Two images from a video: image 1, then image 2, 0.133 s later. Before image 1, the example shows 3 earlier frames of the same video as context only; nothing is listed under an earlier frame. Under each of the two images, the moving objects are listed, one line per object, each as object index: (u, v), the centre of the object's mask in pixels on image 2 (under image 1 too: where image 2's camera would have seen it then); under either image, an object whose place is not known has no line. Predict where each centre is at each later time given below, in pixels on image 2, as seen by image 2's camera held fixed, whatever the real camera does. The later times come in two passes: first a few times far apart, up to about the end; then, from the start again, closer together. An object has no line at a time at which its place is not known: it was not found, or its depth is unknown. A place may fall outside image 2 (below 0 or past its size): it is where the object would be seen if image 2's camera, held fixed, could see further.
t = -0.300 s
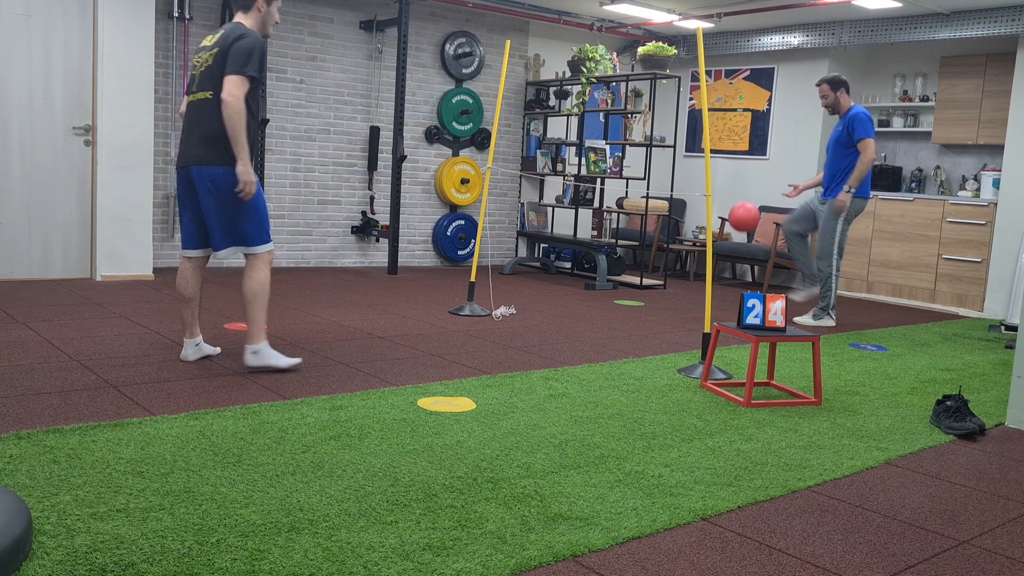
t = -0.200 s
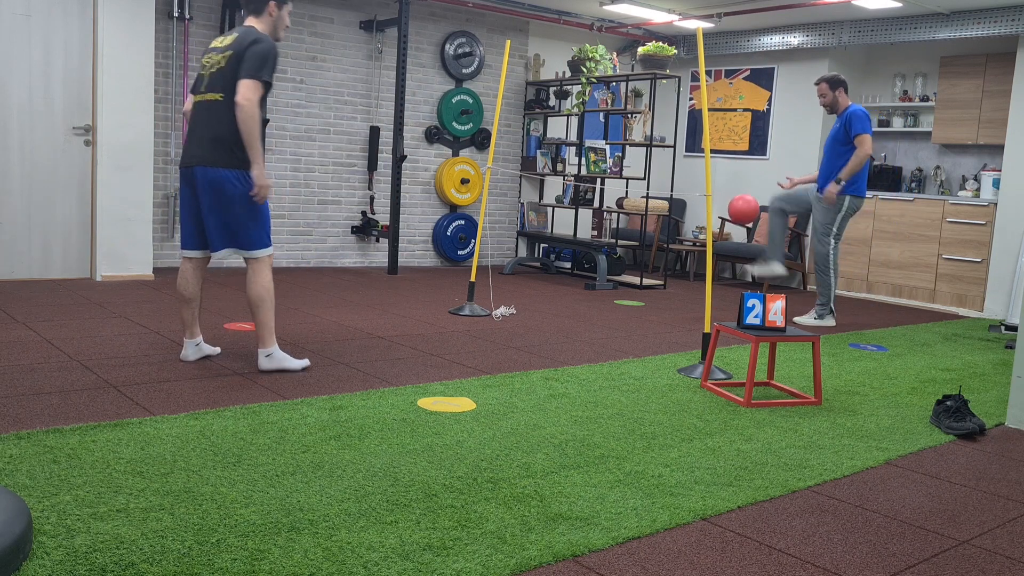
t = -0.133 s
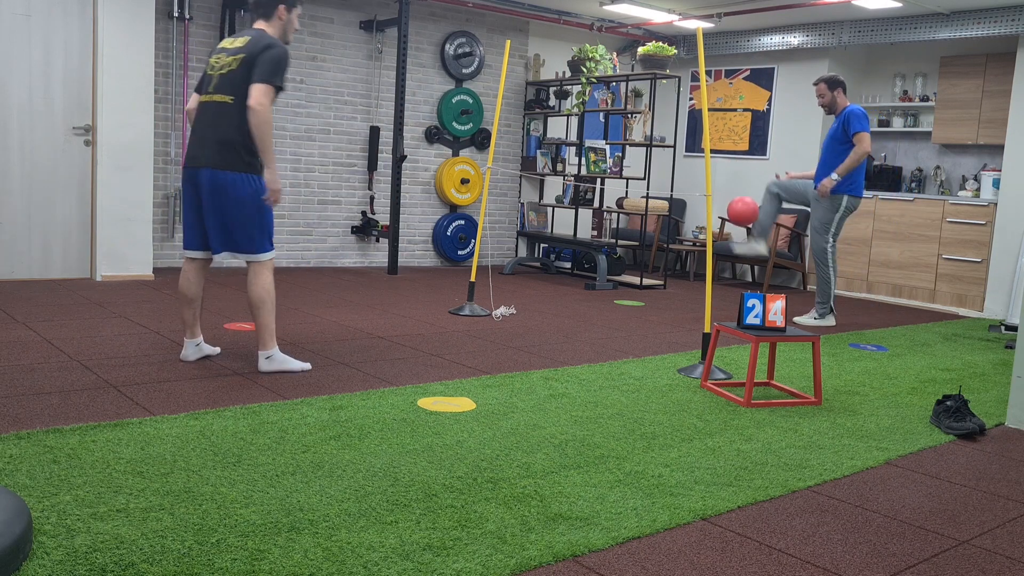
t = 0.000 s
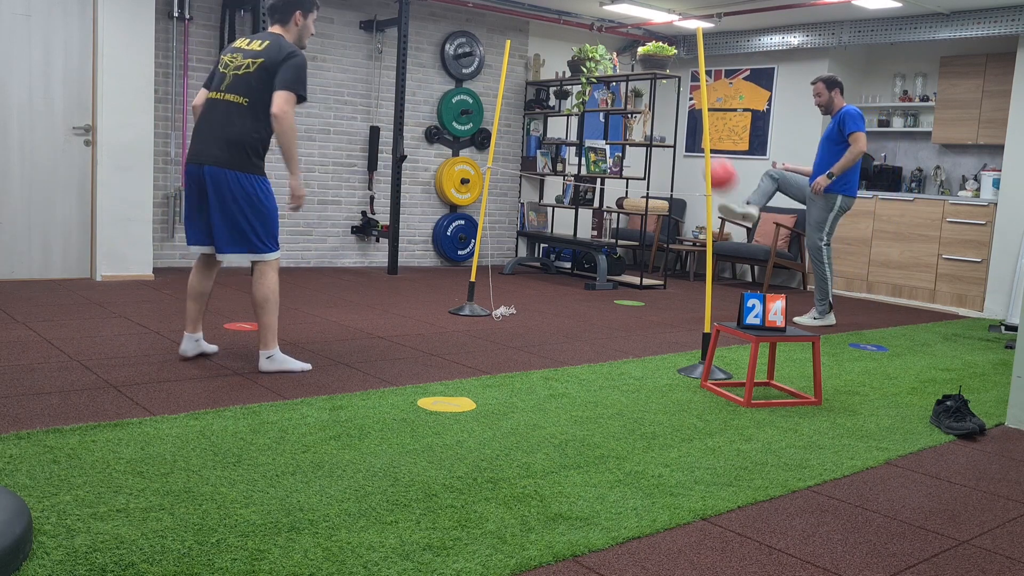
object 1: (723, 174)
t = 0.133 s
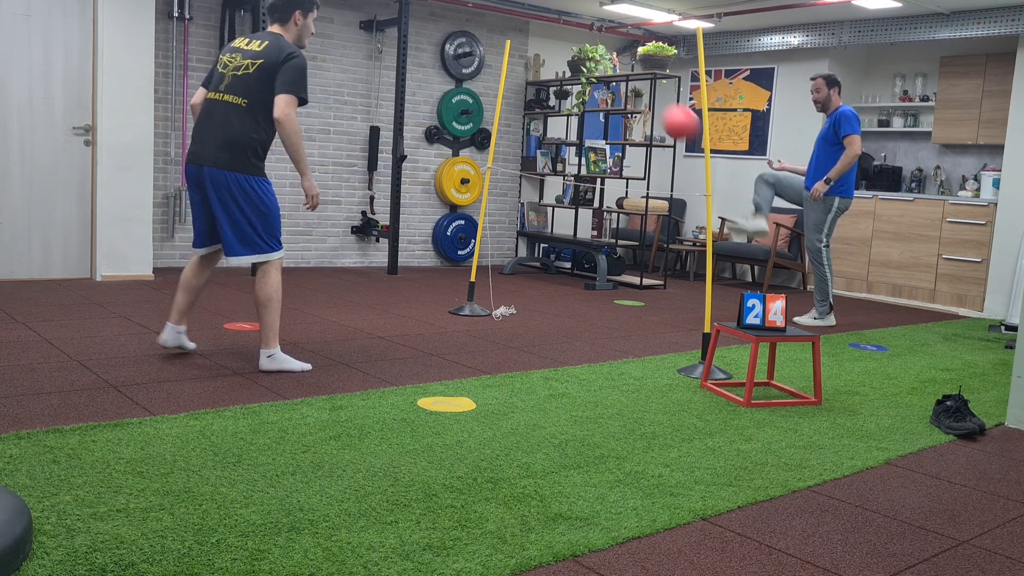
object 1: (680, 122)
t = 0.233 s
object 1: (650, 101)
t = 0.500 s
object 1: (563, 126)
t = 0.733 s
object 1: (464, 257)
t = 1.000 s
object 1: (390, 231)
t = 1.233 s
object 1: (335, 156)
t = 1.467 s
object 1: (273, 196)
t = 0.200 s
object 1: (660, 106)
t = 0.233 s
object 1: (650, 101)
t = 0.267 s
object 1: (639, 98)
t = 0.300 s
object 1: (629, 97)
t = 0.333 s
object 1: (619, 97)
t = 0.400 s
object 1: (599, 103)
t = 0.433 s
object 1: (587, 109)
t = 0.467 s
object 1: (575, 116)
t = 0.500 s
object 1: (563, 126)
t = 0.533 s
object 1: (549, 137)
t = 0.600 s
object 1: (524, 166)
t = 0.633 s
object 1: (510, 185)
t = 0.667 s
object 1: (497, 205)
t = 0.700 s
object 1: (480, 229)
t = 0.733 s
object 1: (464, 257)
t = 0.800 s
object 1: (438, 317)
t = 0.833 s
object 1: (425, 341)
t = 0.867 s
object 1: (418, 319)
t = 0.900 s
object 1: (412, 296)
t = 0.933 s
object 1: (406, 275)
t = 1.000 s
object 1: (390, 231)
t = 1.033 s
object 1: (384, 215)
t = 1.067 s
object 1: (376, 200)
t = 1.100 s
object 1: (369, 187)
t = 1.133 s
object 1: (360, 176)
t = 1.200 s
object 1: (344, 161)
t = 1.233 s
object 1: (335, 156)
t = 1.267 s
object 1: (326, 155)
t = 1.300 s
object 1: (318, 156)
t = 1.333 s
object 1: (309, 159)
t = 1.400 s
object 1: (291, 174)
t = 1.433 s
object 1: (282, 184)
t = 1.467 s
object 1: (273, 196)
